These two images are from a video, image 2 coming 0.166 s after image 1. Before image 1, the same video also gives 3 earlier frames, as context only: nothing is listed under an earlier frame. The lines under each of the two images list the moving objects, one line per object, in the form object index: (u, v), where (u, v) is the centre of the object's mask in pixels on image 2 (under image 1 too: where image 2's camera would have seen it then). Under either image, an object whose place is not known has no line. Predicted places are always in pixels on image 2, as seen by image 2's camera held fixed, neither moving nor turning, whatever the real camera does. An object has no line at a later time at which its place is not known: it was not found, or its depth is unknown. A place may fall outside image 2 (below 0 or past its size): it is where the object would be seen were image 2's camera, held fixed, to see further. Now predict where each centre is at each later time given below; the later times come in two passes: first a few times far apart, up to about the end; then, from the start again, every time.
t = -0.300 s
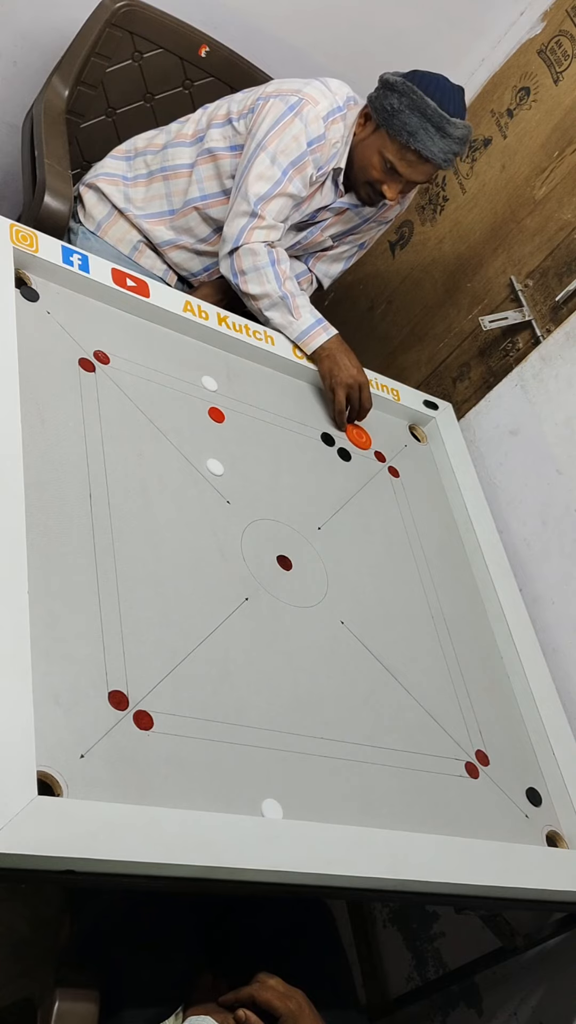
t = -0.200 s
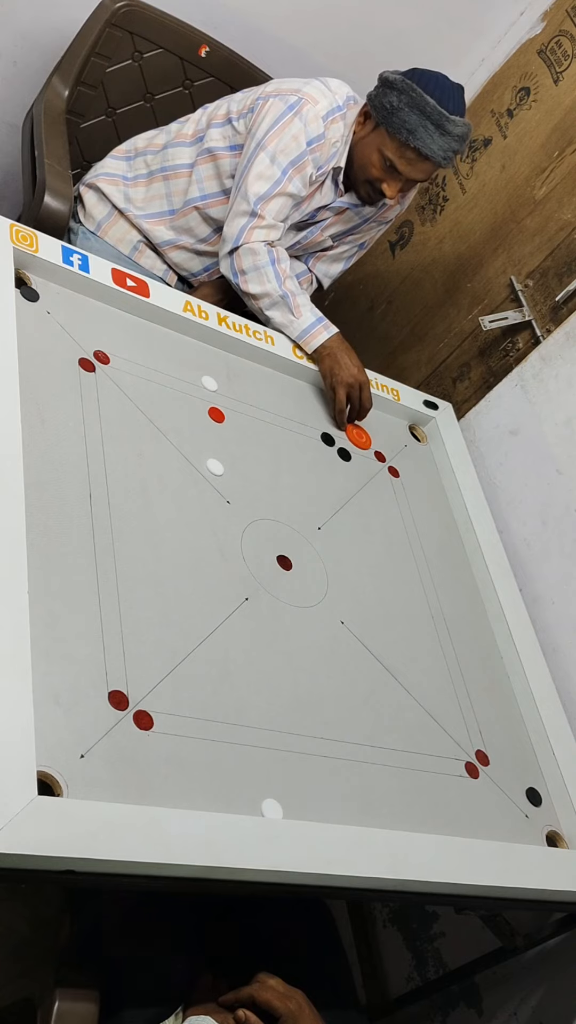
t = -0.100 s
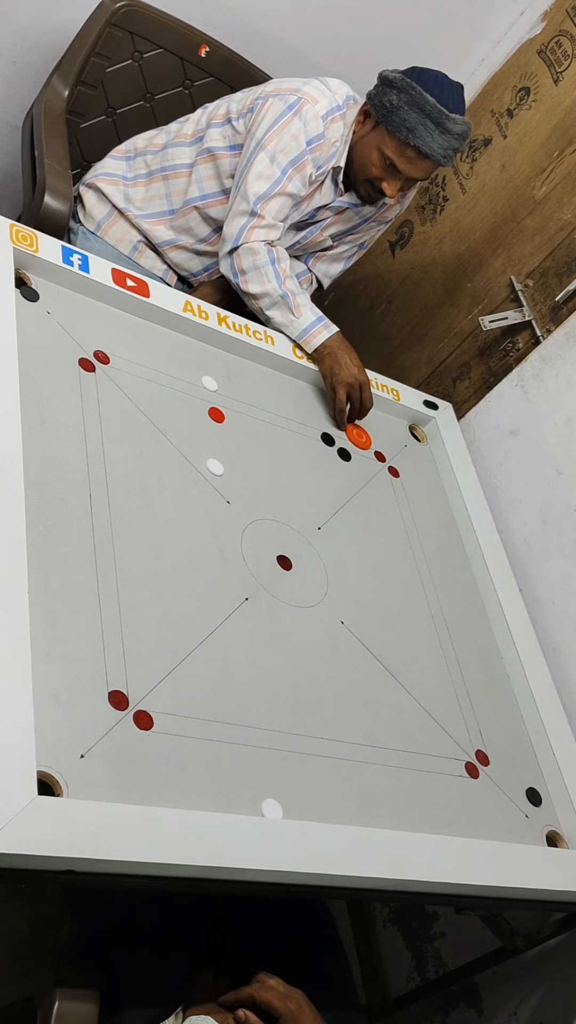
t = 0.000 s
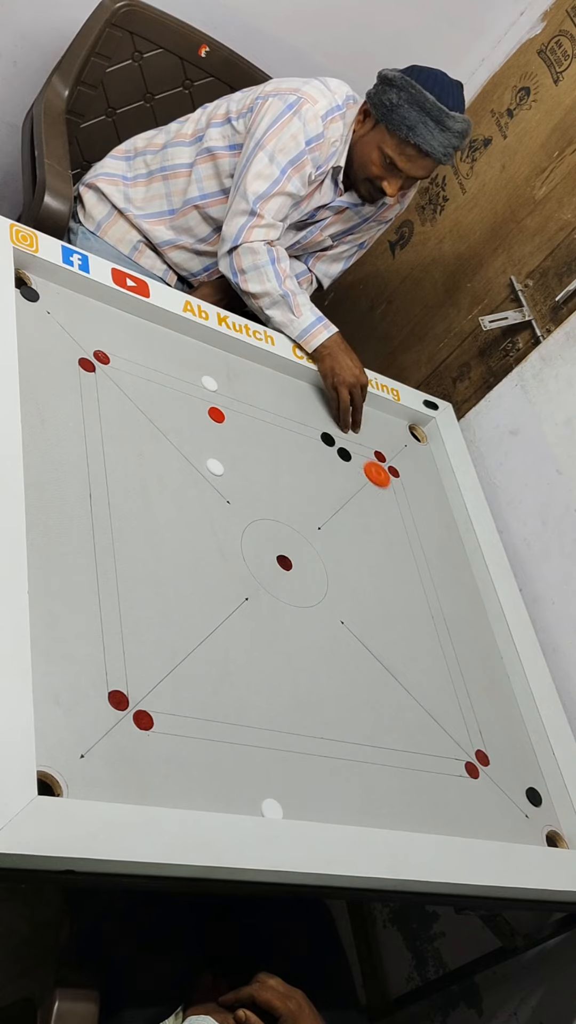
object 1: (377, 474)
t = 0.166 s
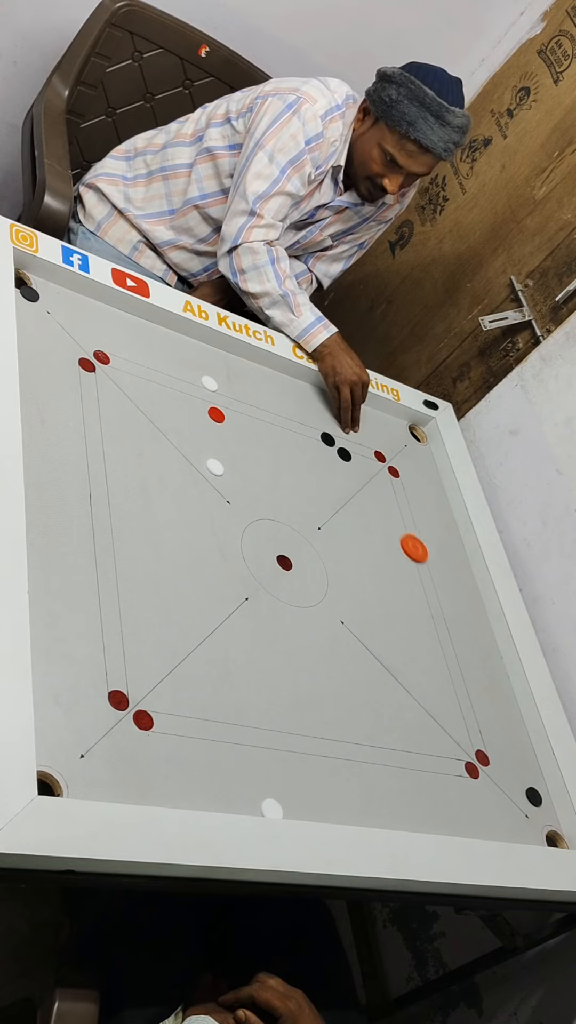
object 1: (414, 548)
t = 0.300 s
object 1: (444, 608)
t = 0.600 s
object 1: (508, 737)
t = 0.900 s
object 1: (551, 835)
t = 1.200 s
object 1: (529, 779)
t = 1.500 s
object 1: (513, 740)
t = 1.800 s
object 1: (506, 725)
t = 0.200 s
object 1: (422, 563)
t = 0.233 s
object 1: (430, 579)
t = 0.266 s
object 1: (437, 594)
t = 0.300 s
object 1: (444, 608)
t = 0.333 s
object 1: (452, 624)
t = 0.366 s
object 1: (459, 638)
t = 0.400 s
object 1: (466, 652)
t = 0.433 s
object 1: (473, 667)
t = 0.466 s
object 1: (480, 681)
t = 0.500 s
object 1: (487, 695)
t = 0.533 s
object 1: (494, 709)
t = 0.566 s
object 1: (501, 724)
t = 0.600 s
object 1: (508, 737)
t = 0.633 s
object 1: (515, 752)
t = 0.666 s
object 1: (522, 767)
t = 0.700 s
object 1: (528, 778)
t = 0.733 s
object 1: (534, 789)
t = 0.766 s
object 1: (540, 801)
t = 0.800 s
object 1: (545, 811)
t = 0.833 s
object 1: (548, 821)
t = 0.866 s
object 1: (550, 831)
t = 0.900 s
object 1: (551, 835)
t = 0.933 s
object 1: (550, 831)
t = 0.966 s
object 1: (547, 824)
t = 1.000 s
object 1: (544, 817)
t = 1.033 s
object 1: (542, 810)
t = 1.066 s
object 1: (539, 803)
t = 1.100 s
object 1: (536, 797)
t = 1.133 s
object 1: (534, 791)
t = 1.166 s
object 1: (532, 785)
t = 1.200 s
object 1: (529, 779)
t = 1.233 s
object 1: (527, 774)
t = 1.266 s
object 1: (525, 769)
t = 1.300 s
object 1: (523, 764)
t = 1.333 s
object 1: (522, 759)
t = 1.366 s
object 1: (520, 755)
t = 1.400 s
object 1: (518, 751)
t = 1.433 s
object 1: (516, 747)
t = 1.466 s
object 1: (515, 743)
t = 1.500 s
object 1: (513, 740)
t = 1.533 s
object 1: (512, 737)
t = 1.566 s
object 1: (511, 734)
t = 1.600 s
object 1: (510, 732)
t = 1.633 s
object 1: (509, 730)
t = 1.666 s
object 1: (508, 728)
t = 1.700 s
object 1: (507, 727)
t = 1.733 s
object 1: (507, 726)
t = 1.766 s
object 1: (506, 725)
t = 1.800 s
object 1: (506, 725)
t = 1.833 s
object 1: (506, 724)
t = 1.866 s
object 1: (506, 724)
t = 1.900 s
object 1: (506, 724)
